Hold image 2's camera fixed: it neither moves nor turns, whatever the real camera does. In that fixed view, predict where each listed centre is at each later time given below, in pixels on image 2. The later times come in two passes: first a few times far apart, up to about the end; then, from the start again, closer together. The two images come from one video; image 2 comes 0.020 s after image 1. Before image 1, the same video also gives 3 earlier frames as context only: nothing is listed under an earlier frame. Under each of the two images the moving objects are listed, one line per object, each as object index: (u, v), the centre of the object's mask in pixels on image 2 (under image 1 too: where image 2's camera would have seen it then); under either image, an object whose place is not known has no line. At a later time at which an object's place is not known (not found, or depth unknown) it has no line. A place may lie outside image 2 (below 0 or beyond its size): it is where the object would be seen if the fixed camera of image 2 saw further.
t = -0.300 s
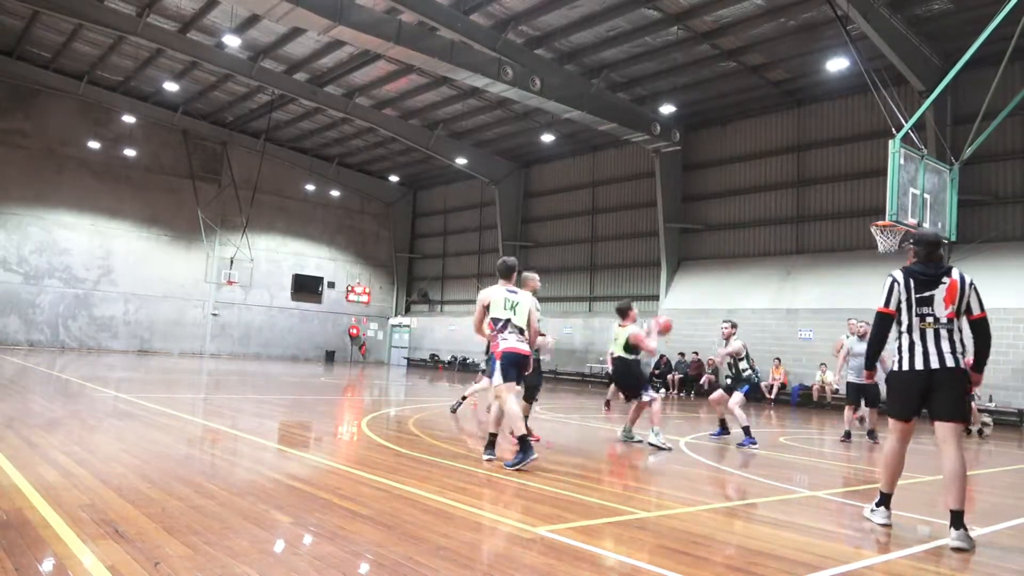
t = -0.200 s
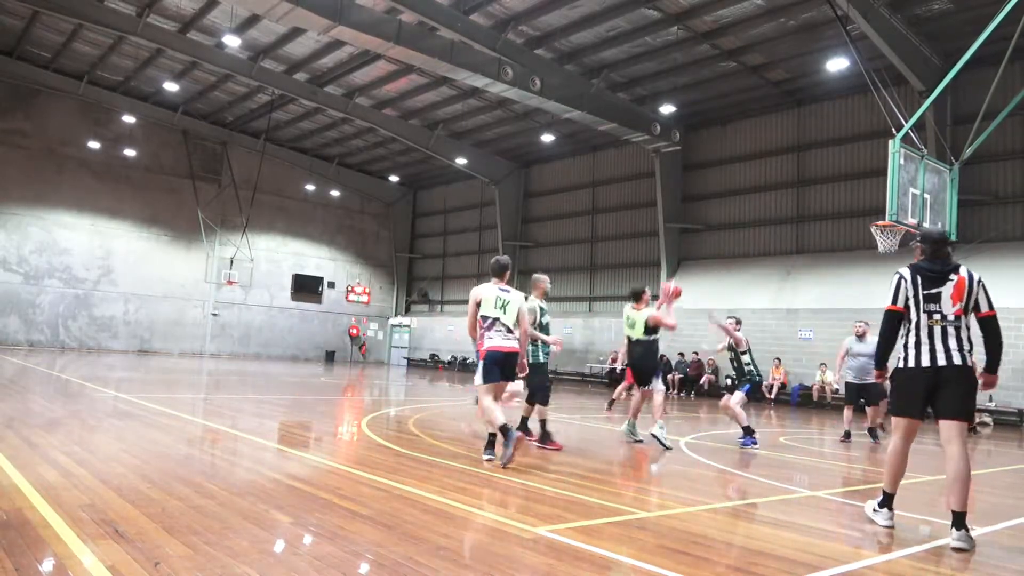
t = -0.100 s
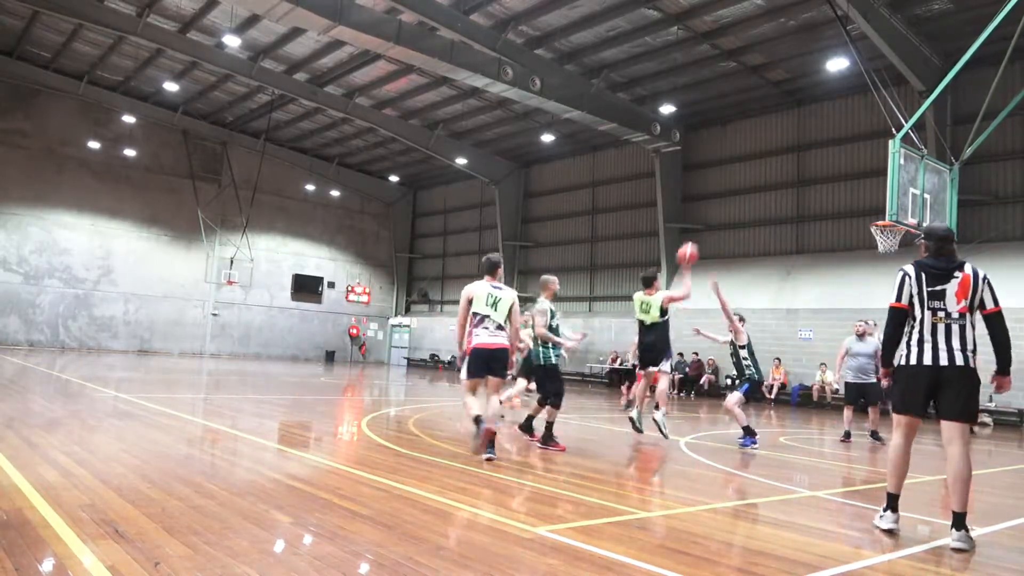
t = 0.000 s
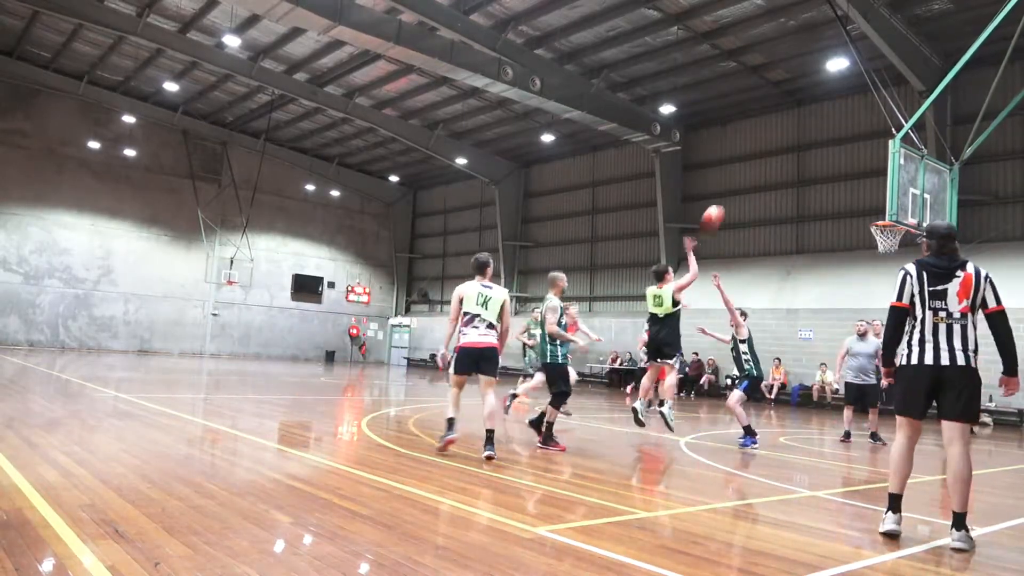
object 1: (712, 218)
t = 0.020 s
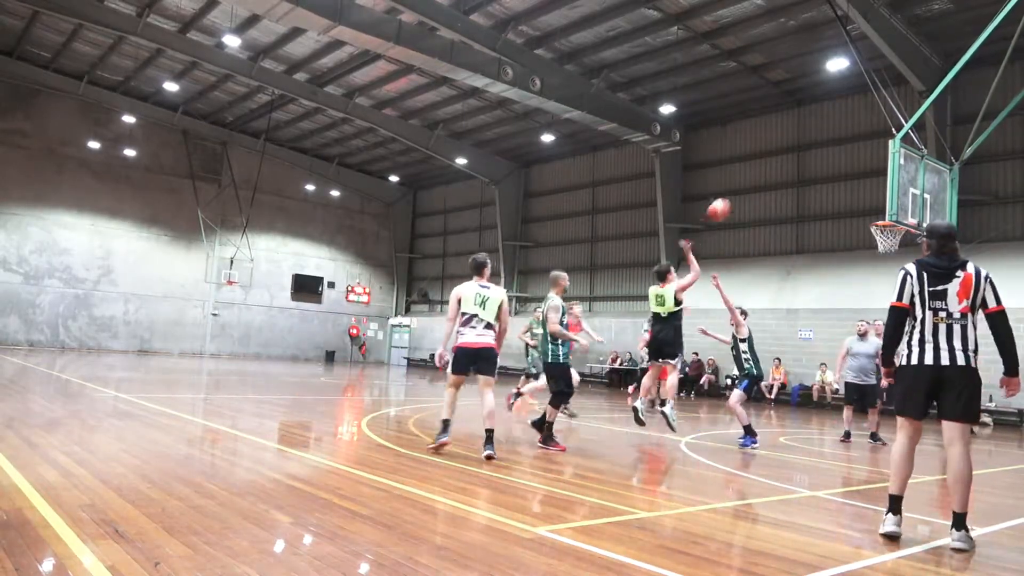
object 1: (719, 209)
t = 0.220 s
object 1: (768, 165)
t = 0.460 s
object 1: (818, 157)
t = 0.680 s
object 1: (860, 184)
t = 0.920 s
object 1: (897, 240)
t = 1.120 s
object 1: (906, 261)
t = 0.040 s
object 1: (724, 203)
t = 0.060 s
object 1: (729, 197)
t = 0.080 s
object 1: (734, 193)
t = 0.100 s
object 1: (739, 188)
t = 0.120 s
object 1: (744, 184)
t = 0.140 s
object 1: (749, 180)
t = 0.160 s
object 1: (753, 176)
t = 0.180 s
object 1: (758, 173)
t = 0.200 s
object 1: (763, 169)
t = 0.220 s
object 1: (768, 165)
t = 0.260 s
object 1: (777, 161)
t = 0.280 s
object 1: (781, 160)
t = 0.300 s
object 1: (785, 158)
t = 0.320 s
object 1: (790, 157)
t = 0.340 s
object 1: (794, 156)
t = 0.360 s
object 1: (798, 156)
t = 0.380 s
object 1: (802, 155)
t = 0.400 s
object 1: (806, 155)
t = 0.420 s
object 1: (810, 156)
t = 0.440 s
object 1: (815, 156)
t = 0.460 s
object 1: (818, 157)
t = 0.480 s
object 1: (822, 158)
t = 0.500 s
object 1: (826, 160)
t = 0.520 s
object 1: (831, 161)
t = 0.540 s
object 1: (834, 163)
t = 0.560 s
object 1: (838, 165)
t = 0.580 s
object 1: (842, 168)
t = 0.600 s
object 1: (846, 170)
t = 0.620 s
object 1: (850, 174)
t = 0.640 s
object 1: (853, 176)
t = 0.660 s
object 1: (857, 180)
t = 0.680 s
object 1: (860, 184)
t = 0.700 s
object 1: (864, 187)
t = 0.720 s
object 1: (867, 192)
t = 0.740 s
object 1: (871, 196)
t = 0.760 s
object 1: (875, 202)
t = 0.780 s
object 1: (877, 207)
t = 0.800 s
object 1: (879, 211)
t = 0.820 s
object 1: (881, 216)
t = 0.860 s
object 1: (890, 229)
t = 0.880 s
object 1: (895, 234)
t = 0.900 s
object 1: (895, 239)
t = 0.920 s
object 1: (897, 240)
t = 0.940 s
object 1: (900, 239)
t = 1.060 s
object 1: (905, 254)
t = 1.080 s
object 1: (905, 256)
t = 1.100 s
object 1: (906, 259)
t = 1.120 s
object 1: (906, 261)
